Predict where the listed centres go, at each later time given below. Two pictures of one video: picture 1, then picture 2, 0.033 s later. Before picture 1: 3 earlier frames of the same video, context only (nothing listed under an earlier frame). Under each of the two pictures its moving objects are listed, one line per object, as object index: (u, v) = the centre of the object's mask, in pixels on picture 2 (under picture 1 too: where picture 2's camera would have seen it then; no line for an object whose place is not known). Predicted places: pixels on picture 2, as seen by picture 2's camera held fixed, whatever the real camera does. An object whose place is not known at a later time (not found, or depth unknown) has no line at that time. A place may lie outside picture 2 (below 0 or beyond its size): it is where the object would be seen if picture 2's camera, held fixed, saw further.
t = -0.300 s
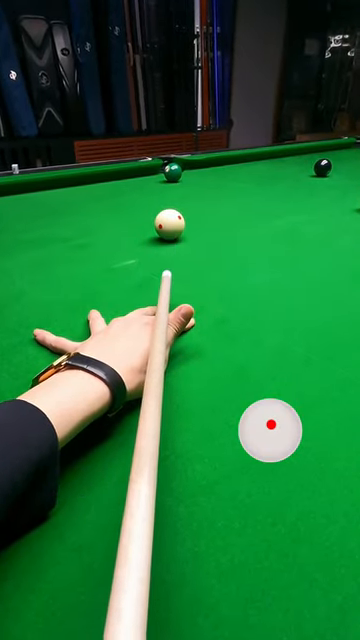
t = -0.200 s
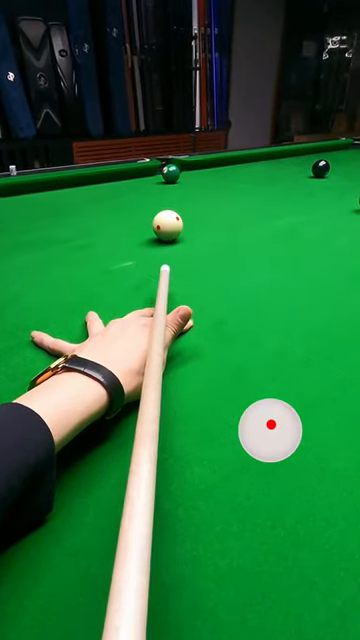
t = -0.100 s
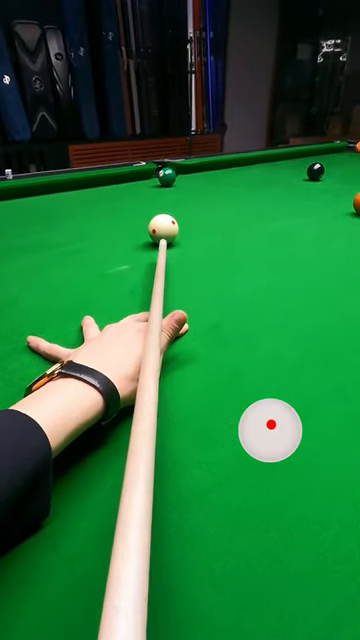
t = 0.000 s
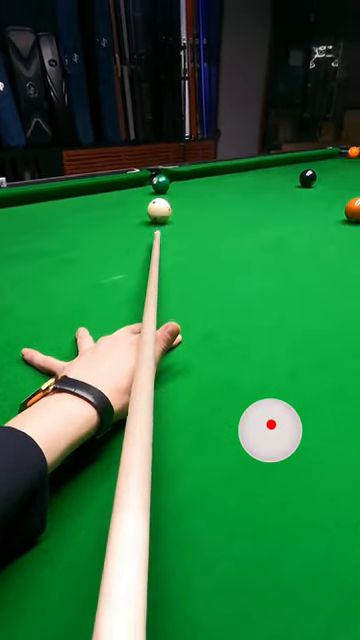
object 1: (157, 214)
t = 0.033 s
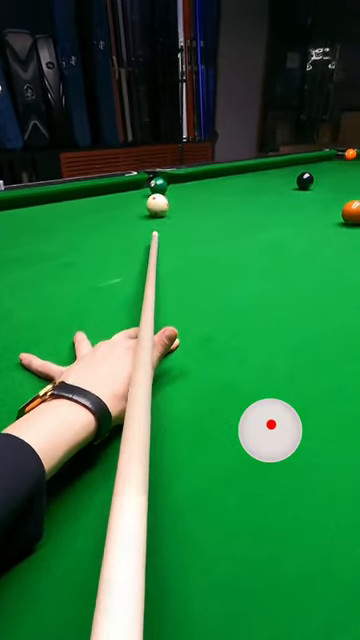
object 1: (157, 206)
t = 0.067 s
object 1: (158, 198)
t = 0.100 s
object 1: (158, 192)
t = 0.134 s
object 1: (159, 191)
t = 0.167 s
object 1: (160, 190)
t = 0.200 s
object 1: (160, 190)
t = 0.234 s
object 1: (161, 190)
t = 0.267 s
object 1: (162, 190)
